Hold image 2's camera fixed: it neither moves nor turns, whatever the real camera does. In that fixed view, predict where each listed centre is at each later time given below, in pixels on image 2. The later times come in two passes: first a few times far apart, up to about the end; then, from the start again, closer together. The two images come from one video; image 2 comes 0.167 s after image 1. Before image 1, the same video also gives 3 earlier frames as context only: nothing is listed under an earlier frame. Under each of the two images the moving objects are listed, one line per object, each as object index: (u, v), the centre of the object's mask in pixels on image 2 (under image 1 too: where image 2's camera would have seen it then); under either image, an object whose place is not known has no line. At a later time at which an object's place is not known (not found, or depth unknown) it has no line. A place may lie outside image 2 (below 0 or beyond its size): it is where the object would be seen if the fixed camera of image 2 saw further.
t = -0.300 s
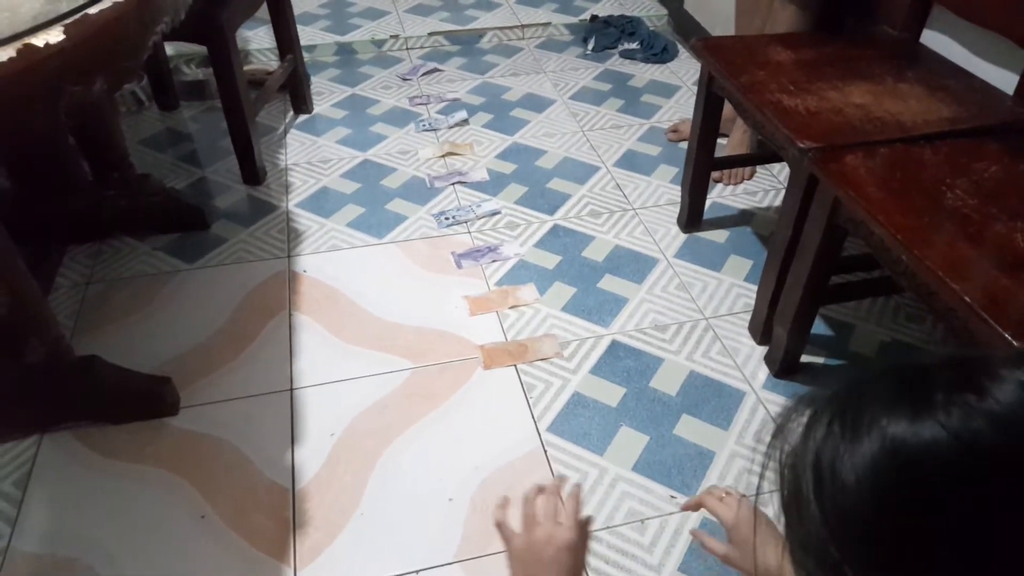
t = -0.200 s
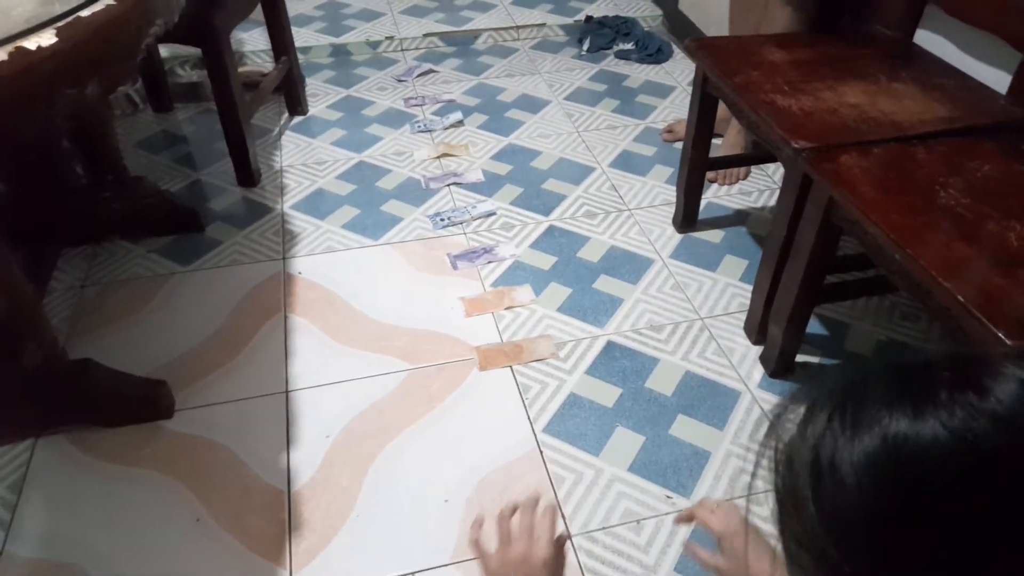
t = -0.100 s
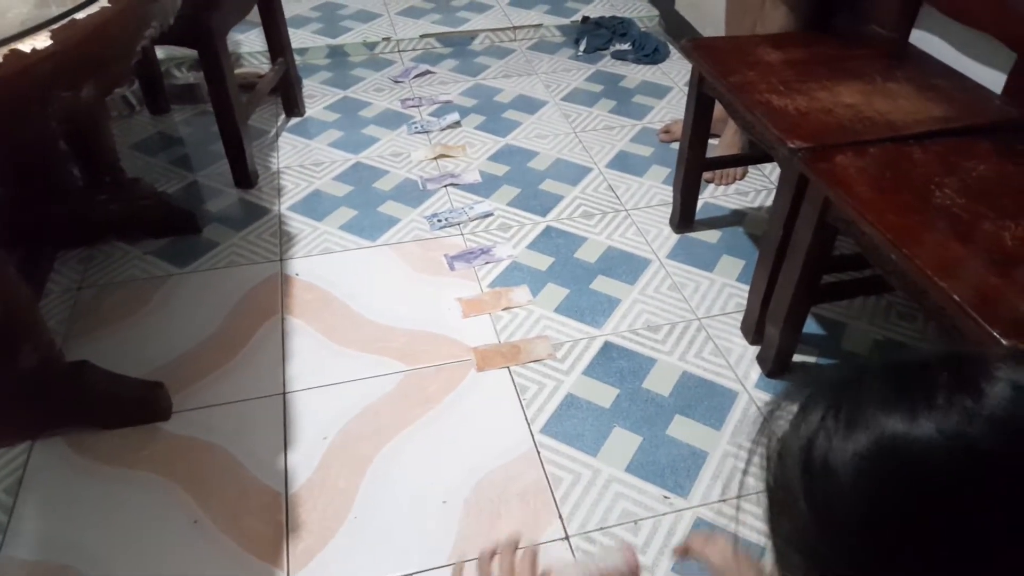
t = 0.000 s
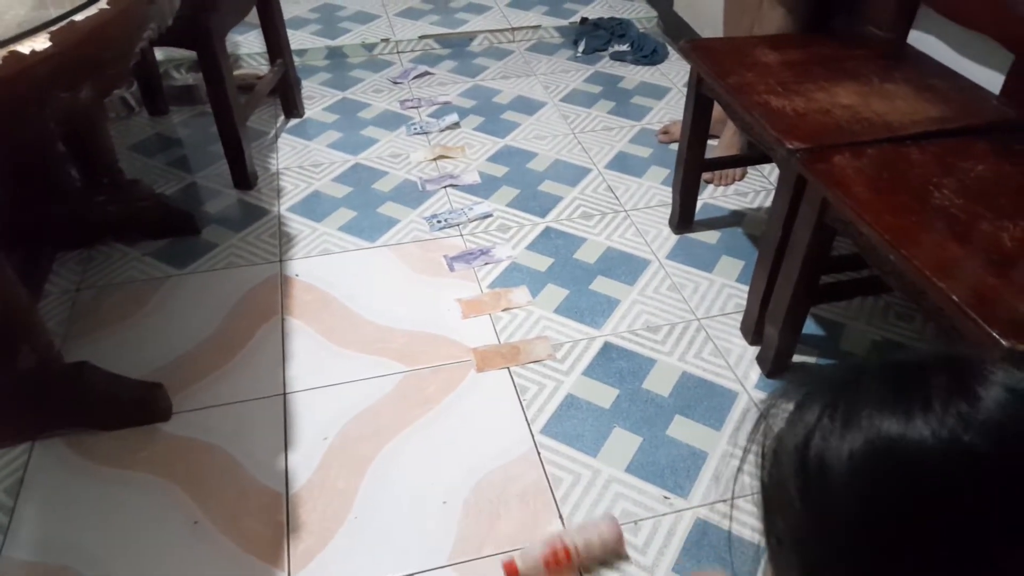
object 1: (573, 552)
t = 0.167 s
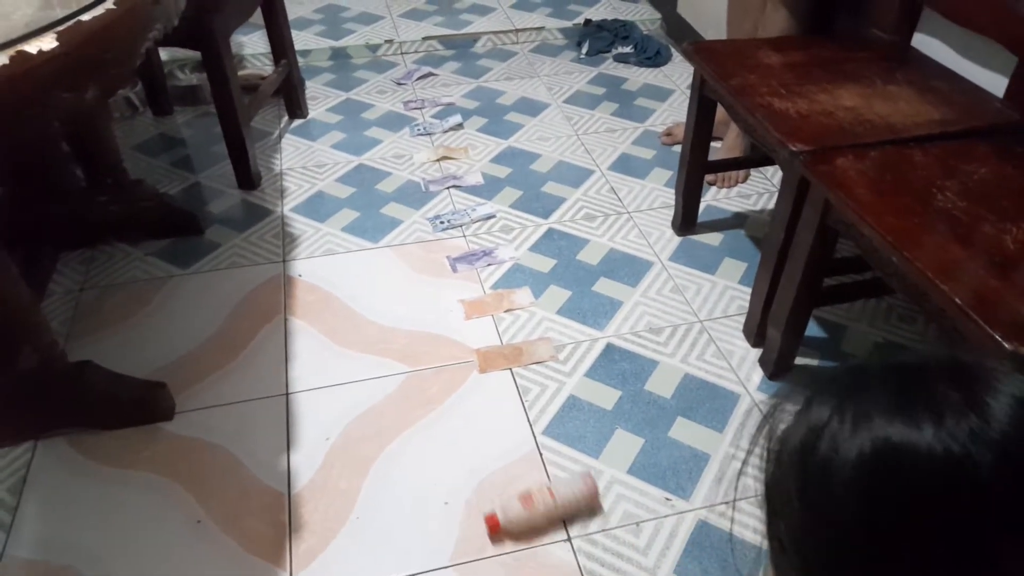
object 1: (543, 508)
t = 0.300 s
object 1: (528, 477)
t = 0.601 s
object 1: (496, 418)
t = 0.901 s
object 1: (471, 373)
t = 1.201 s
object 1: (452, 338)
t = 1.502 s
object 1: (439, 311)
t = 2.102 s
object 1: (419, 279)
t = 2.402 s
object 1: (413, 267)
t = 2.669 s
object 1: (407, 259)
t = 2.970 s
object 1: (402, 250)
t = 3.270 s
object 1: (396, 243)
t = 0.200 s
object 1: (540, 500)
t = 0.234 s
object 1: (536, 492)
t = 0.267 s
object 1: (531, 484)
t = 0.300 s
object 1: (528, 477)
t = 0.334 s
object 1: (524, 469)
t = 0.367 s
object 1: (520, 462)
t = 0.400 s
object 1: (517, 455)
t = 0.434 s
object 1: (513, 449)
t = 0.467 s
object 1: (510, 442)
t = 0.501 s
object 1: (507, 436)
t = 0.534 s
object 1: (503, 430)
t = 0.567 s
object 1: (500, 424)
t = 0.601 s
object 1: (496, 418)
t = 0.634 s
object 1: (494, 413)
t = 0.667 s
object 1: (491, 407)
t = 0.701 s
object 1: (488, 403)
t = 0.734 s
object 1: (486, 398)
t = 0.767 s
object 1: (483, 393)
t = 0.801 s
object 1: (480, 387)
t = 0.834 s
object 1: (477, 383)
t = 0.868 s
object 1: (473, 379)
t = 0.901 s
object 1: (471, 373)
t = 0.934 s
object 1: (469, 368)
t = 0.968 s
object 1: (466, 364)
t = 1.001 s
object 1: (465, 360)
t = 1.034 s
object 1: (462, 356)
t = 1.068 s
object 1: (460, 351)
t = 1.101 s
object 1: (458, 348)
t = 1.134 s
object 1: (457, 344)
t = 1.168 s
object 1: (454, 341)
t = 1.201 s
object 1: (452, 338)
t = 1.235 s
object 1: (451, 335)
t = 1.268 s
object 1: (449, 331)
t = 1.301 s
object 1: (448, 327)
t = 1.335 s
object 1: (446, 324)
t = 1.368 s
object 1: (444, 321)
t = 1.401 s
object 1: (443, 319)
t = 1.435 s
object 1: (442, 316)
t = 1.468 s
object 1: (440, 314)
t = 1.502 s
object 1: (439, 311)
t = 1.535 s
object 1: (437, 309)
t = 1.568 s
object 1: (436, 307)
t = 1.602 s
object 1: (435, 305)
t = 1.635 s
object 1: (433, 303)
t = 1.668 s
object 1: (432, 300)
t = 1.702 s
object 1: (431, 299)
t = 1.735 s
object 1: (430, 297)
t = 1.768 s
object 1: (428, 295)
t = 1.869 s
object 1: (425, 290)
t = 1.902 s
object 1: (424, 288)
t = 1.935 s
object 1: (423, 287)
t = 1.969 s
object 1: (422, 285)
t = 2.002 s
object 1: (421, 284)
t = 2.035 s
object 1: (421, 282)
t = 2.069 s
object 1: (420, 280)
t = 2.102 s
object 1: (419, 279)
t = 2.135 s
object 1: (419, 277)
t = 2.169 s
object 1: (418, 276)
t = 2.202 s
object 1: (417, 275)
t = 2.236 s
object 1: (416, 273)
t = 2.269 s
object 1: (416, 272)
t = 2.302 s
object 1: (414, 271)
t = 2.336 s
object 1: (414, 269)
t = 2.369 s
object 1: (413, 268)
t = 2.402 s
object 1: (413, 267)
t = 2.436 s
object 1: (412, 266)
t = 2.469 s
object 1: (411, 265)
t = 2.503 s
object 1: (411, 264)
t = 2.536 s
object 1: (410, 263)
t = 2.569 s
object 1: (408, 262)
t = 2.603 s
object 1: (408, 261)
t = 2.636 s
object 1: (408, 261)
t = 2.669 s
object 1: (407, 259)
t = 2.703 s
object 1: (406, 258)
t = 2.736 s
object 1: (406, 257)
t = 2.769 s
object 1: (405, 256)
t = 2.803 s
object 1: (404, 255)
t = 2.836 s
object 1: (404, 255)
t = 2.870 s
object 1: (403, 254)
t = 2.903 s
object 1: (403, 252)
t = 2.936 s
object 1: (402, 252)
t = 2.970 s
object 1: (402, 250)
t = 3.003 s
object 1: (401, 249)
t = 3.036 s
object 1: (401, 249)
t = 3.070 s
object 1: (400, 249)
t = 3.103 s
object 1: (399, 247)
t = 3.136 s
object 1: (399, 246)
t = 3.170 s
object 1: (398, 245)
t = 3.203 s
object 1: (397, 244)
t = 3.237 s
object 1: (397, 244)
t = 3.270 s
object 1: (396, 243)
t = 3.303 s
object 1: (395, 242)
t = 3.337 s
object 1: (395, 241)
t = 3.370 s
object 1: (394, 240)
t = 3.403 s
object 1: (393, 239)
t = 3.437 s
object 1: (392, 238)
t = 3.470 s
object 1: (392, 238)
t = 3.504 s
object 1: (392, 236)
